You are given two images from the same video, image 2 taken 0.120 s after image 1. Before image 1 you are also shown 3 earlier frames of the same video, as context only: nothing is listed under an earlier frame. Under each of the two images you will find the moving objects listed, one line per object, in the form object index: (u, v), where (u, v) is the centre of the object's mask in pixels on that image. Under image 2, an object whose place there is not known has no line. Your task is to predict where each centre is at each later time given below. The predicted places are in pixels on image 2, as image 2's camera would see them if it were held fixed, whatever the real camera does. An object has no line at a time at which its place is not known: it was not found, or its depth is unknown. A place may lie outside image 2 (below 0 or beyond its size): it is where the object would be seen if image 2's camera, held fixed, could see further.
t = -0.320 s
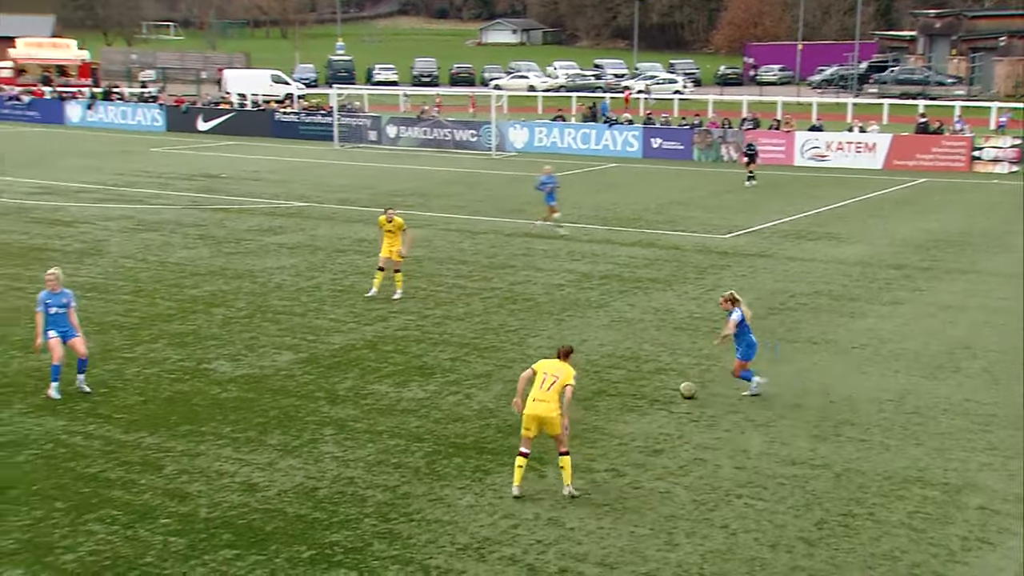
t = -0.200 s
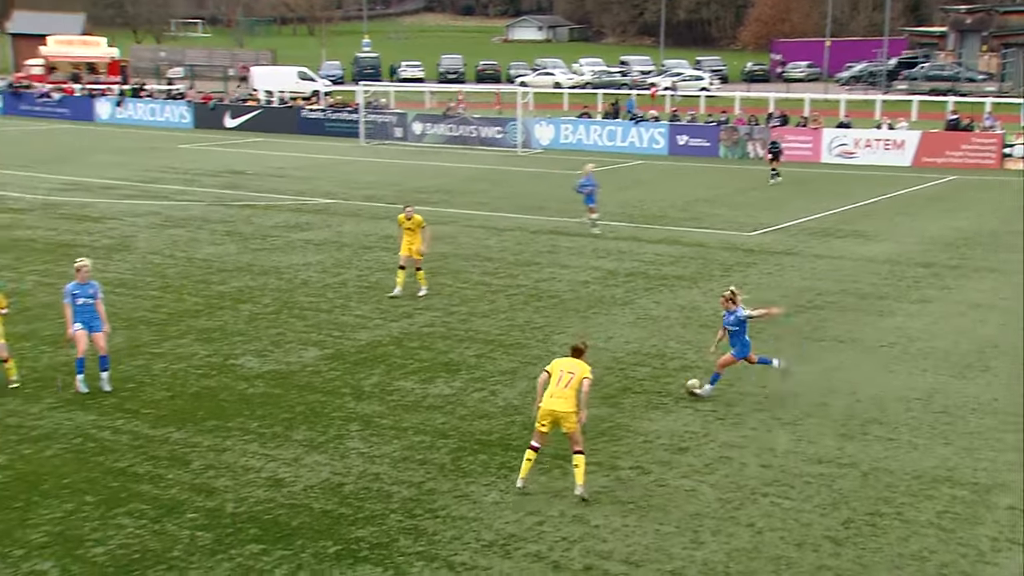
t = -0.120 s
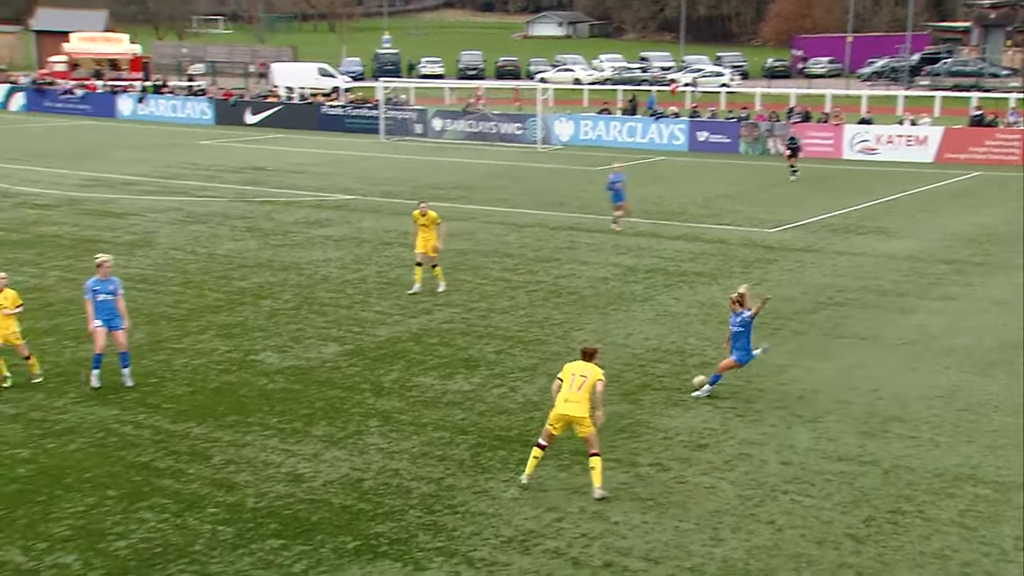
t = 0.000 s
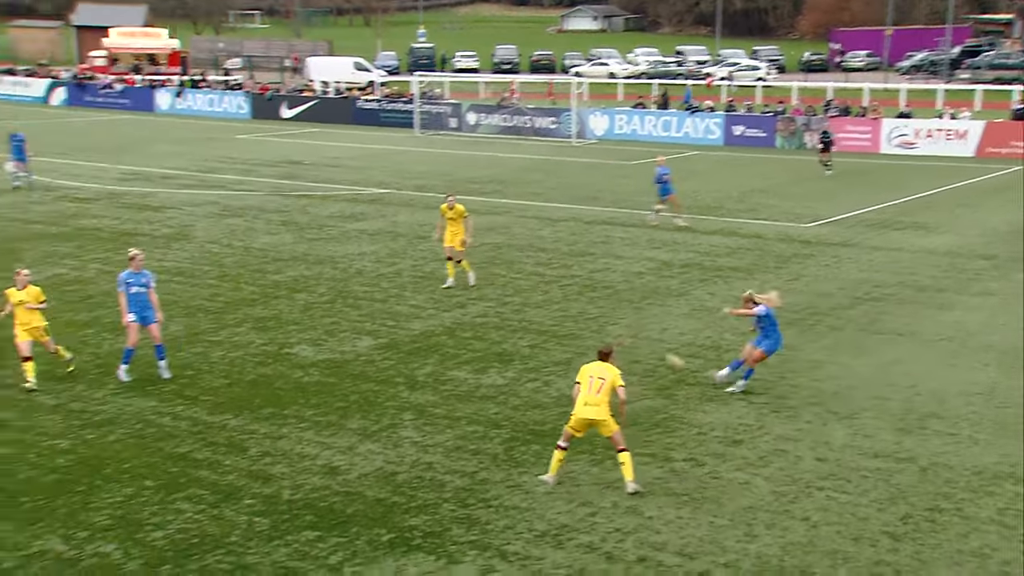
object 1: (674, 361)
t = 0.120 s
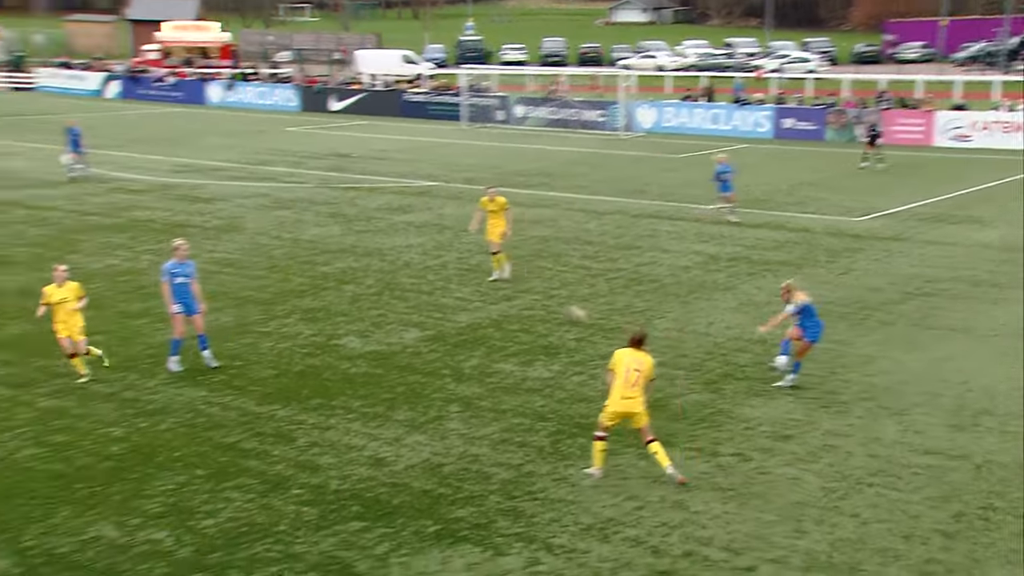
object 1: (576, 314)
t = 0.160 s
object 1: (526, 302)
